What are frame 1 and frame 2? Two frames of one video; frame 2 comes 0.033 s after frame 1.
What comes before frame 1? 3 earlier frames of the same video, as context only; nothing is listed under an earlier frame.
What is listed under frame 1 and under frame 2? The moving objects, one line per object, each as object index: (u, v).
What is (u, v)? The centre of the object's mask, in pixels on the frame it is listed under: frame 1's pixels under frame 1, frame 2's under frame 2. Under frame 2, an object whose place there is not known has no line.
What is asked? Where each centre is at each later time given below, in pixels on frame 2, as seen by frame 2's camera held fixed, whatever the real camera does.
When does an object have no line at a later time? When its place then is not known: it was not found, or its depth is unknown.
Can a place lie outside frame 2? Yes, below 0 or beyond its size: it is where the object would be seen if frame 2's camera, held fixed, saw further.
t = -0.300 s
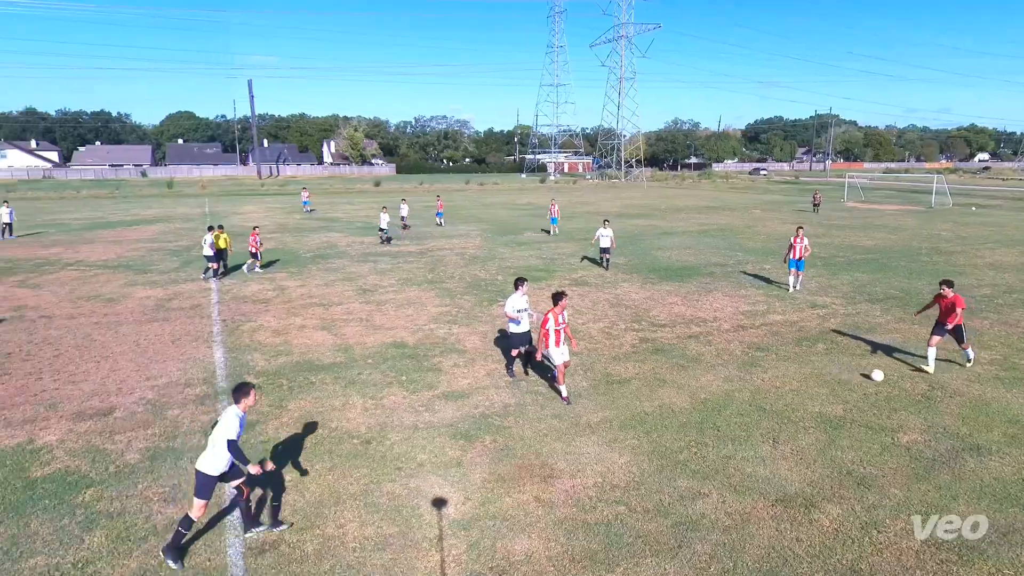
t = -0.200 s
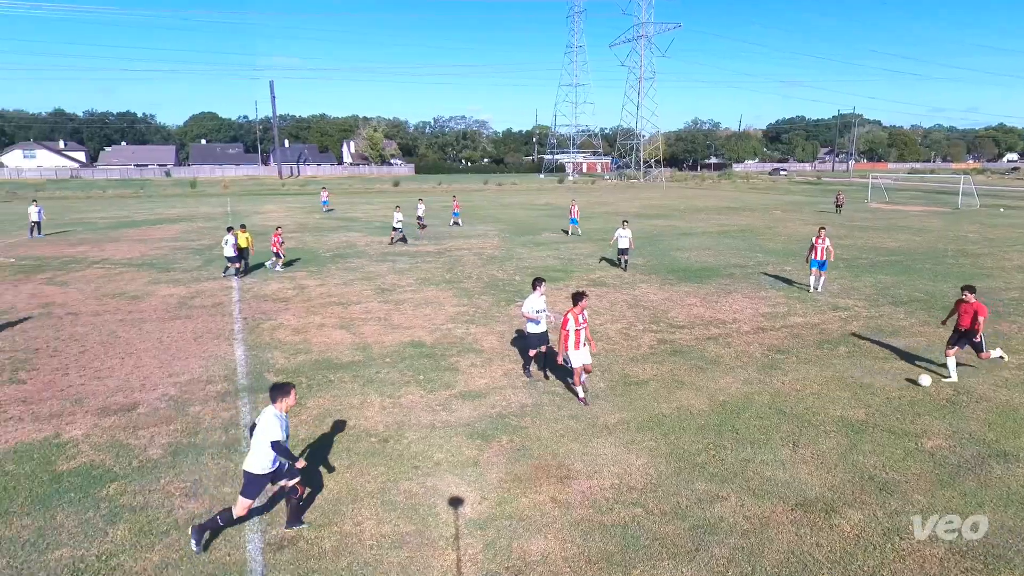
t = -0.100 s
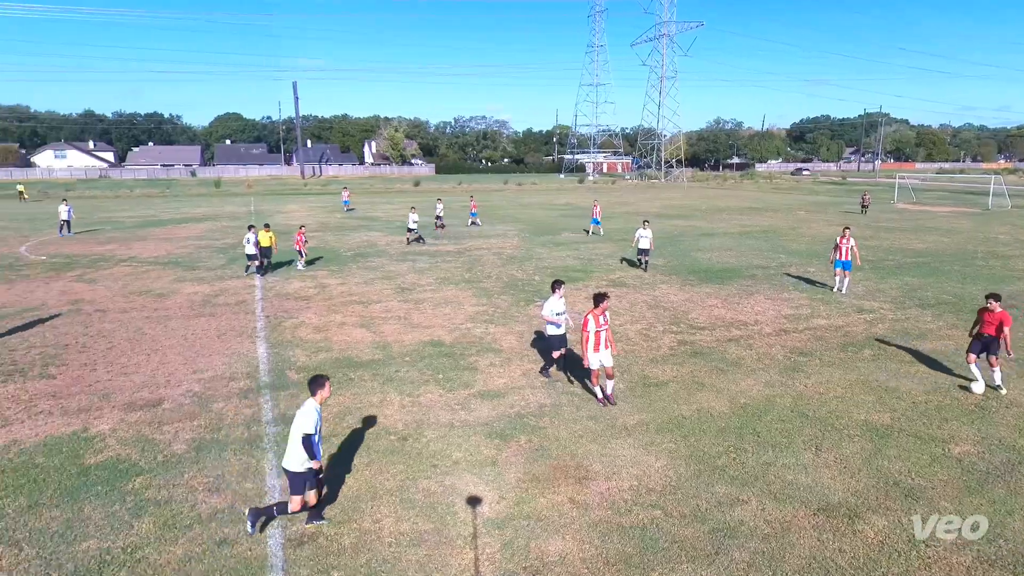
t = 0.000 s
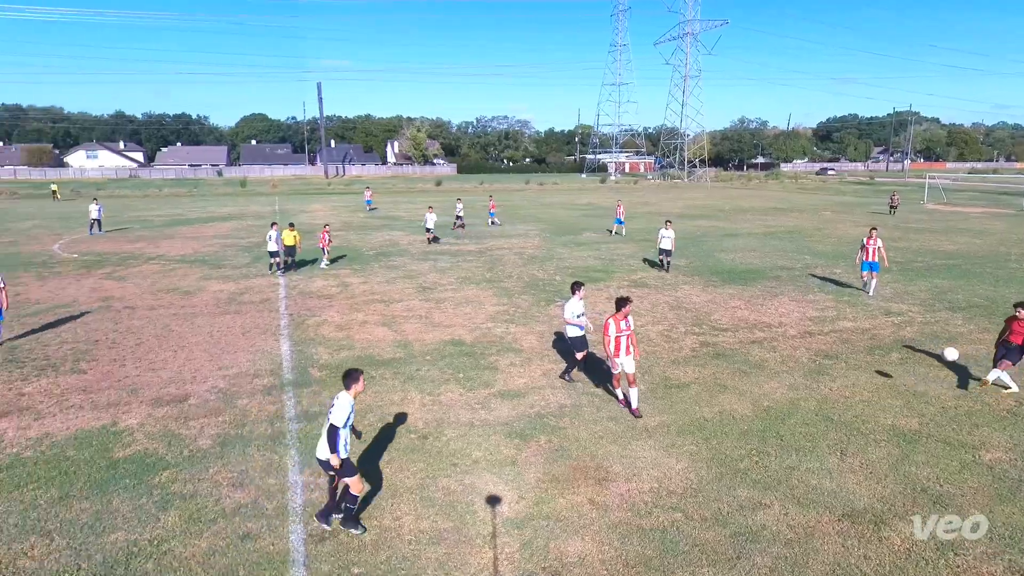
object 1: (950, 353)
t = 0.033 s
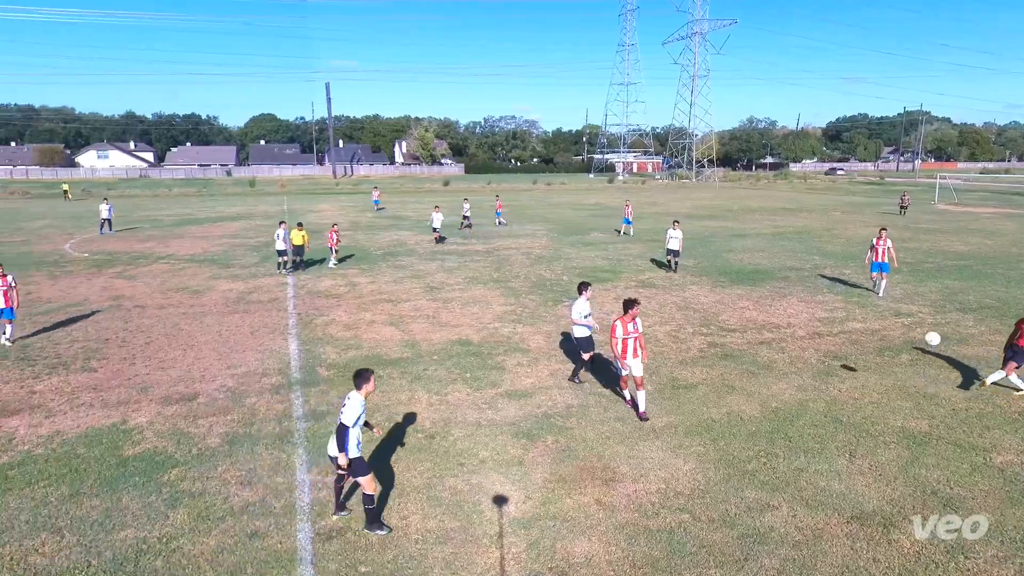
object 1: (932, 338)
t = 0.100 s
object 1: (872, 303)
